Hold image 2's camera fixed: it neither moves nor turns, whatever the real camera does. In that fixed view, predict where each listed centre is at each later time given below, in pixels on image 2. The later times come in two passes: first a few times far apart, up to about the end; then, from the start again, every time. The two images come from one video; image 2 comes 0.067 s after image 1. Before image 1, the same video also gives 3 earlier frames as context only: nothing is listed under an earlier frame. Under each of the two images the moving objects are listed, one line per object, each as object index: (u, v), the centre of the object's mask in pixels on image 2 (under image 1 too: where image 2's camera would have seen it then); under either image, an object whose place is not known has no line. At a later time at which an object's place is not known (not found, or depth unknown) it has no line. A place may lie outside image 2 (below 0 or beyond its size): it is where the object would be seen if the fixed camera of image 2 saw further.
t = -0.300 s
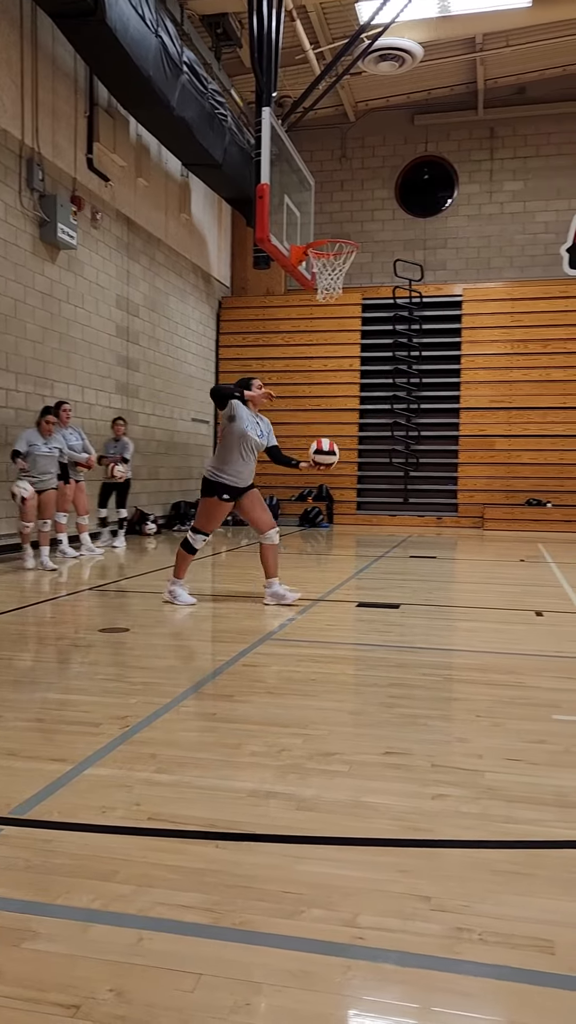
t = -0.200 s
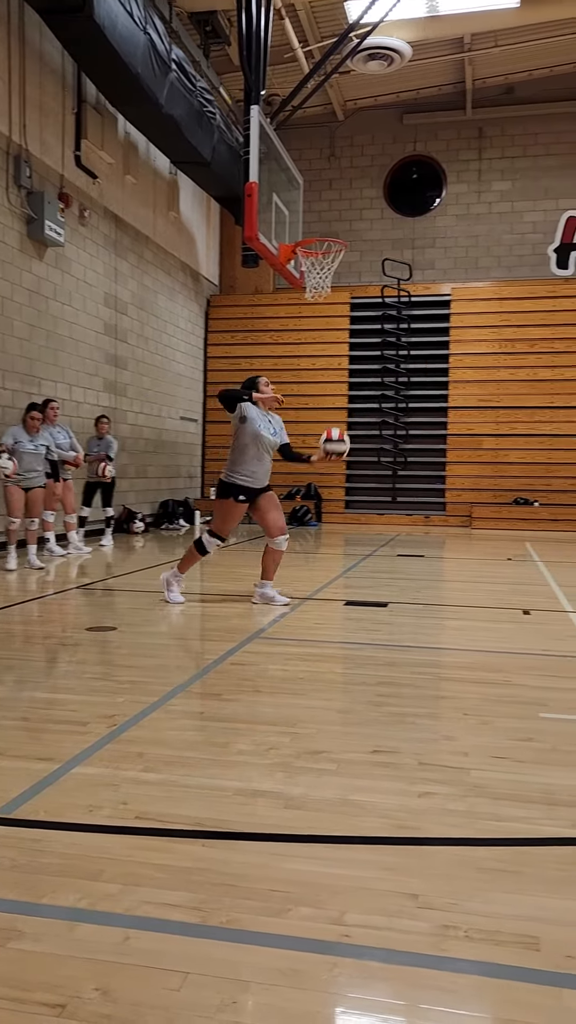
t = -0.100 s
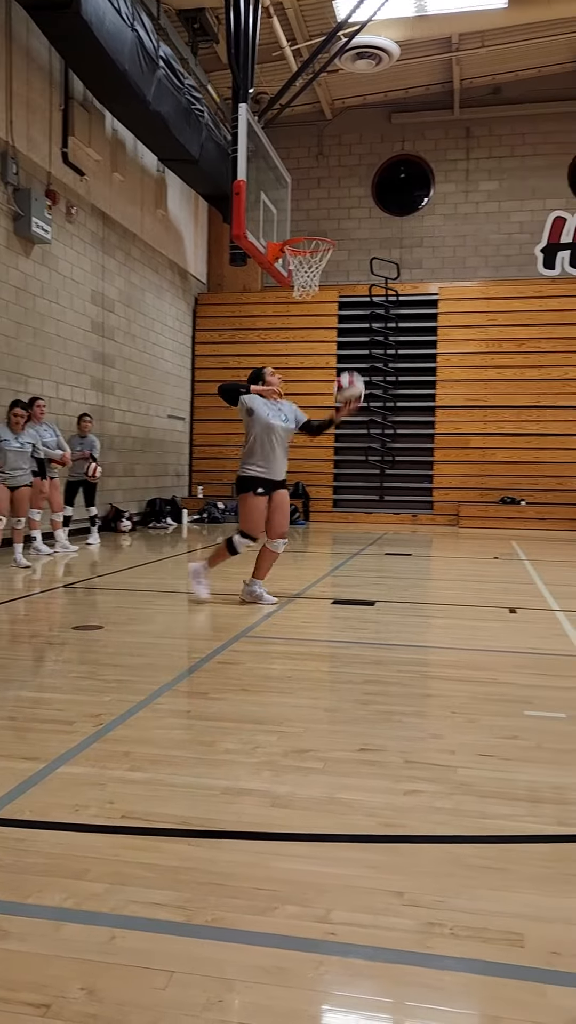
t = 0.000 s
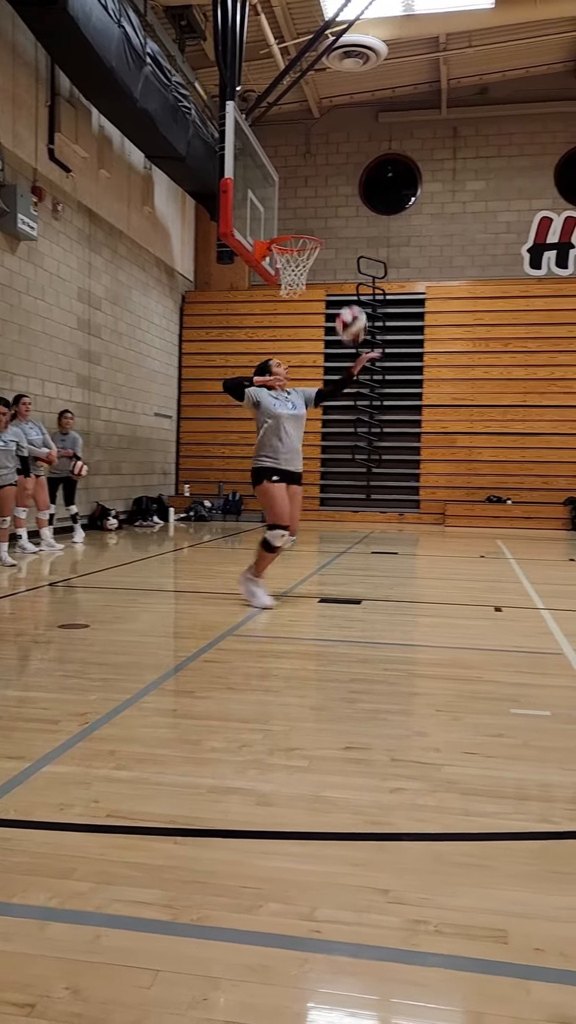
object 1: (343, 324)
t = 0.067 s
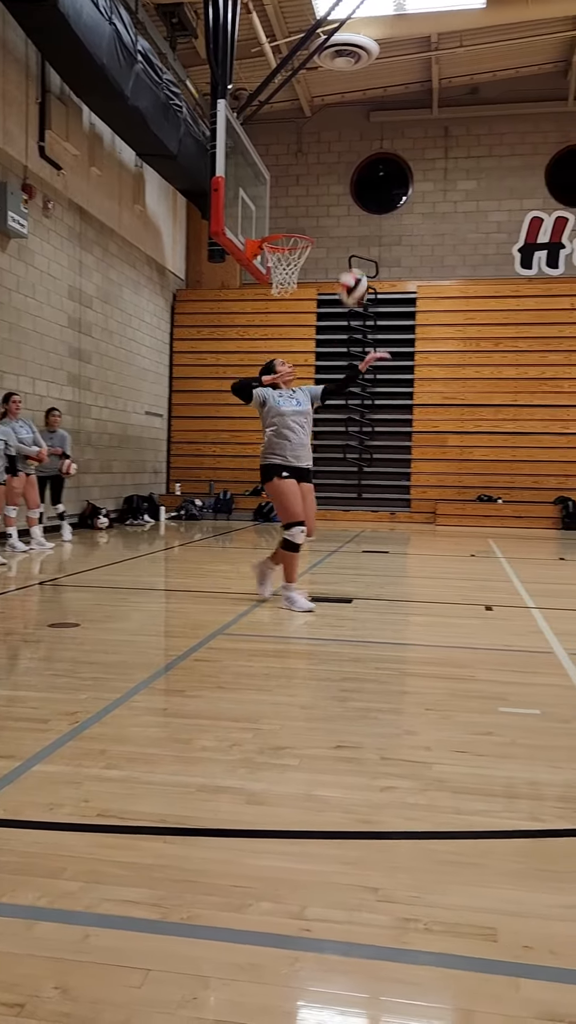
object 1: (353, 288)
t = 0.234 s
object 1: (379, 226)
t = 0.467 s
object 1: (415, 212)
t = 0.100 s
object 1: (358, 271)
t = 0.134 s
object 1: (364, 258)
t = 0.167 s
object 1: (369, 245)
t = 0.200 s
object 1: (374, 235)
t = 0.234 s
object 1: (379, 226)
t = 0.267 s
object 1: (384, 220)
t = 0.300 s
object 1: (389, 214)
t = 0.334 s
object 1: (394, 210)
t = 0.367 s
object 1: (400, 208)
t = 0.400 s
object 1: (405, 208)
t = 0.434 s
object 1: (410, 209)
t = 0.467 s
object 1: (415, 212)
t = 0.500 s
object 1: (420, 217)
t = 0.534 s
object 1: (425, 223)
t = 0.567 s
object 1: (430, 232)
